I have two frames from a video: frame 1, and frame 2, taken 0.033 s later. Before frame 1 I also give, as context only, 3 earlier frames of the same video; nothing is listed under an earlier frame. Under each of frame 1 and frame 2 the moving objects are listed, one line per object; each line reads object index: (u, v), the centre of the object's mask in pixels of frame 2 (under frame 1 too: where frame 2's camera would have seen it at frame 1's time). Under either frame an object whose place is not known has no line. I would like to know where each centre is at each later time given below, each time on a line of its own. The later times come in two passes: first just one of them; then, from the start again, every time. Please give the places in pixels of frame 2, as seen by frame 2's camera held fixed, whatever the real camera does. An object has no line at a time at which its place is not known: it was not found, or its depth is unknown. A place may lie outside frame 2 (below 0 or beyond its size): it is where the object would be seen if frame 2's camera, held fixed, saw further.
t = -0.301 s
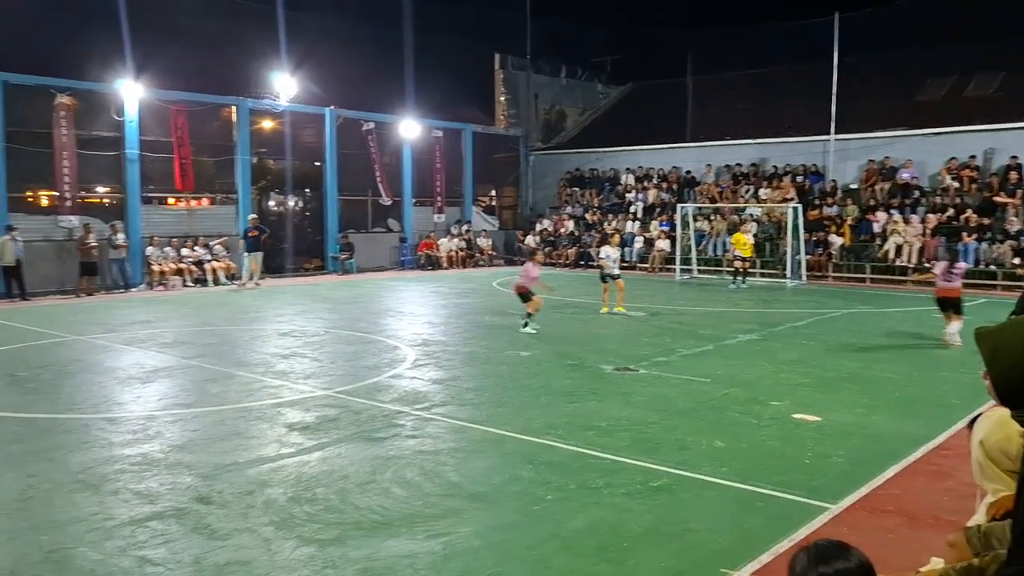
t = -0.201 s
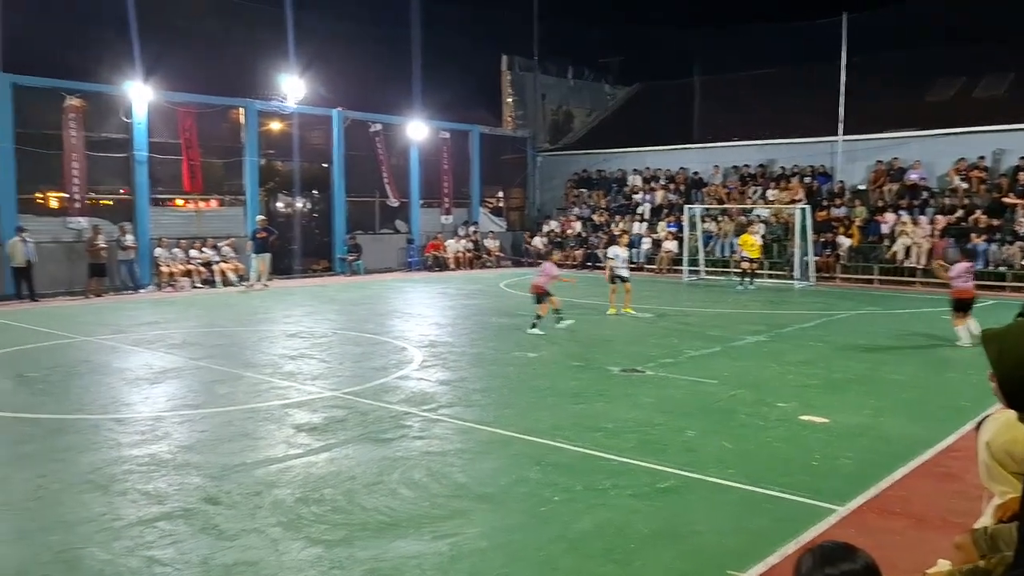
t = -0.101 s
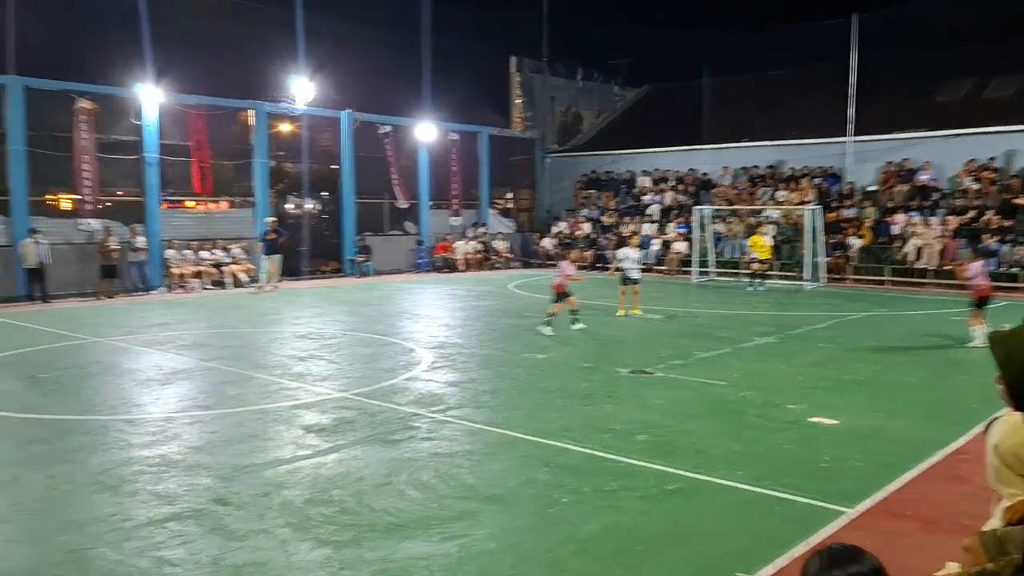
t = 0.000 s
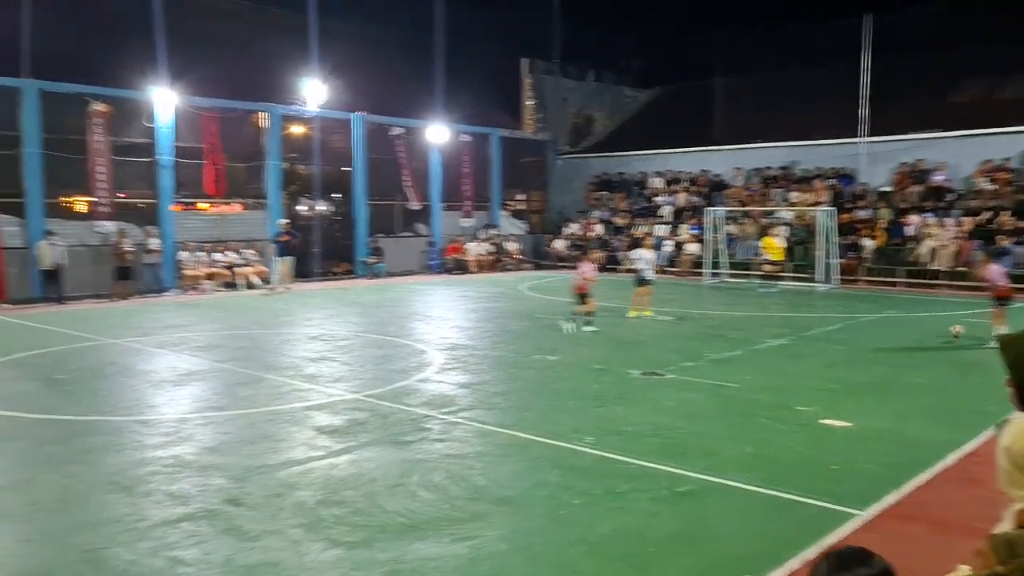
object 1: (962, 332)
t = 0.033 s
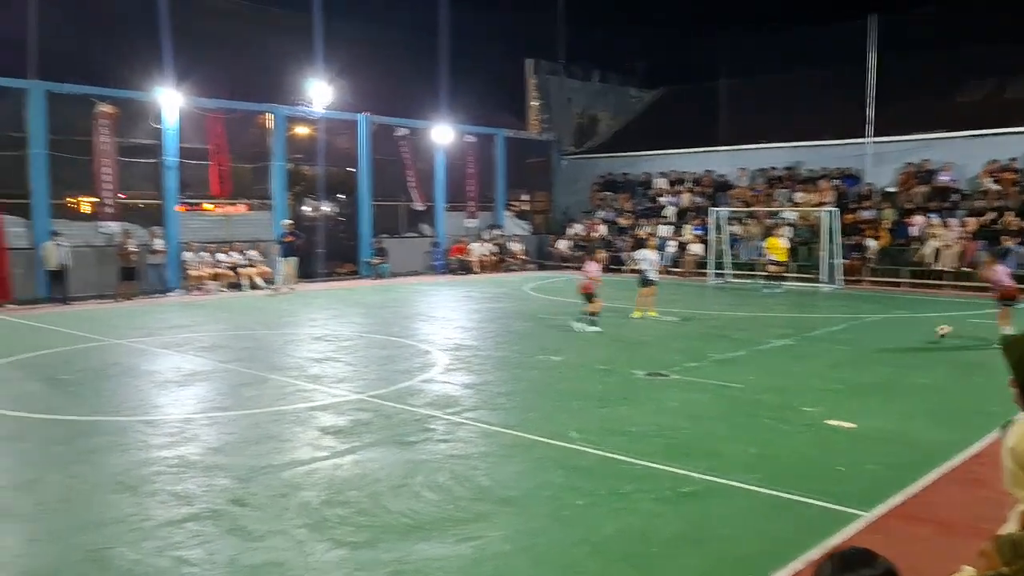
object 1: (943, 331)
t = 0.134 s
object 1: (881, 335)
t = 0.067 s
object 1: (921, 332)
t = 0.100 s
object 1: (902, 333)
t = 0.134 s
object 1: (881, 335)
